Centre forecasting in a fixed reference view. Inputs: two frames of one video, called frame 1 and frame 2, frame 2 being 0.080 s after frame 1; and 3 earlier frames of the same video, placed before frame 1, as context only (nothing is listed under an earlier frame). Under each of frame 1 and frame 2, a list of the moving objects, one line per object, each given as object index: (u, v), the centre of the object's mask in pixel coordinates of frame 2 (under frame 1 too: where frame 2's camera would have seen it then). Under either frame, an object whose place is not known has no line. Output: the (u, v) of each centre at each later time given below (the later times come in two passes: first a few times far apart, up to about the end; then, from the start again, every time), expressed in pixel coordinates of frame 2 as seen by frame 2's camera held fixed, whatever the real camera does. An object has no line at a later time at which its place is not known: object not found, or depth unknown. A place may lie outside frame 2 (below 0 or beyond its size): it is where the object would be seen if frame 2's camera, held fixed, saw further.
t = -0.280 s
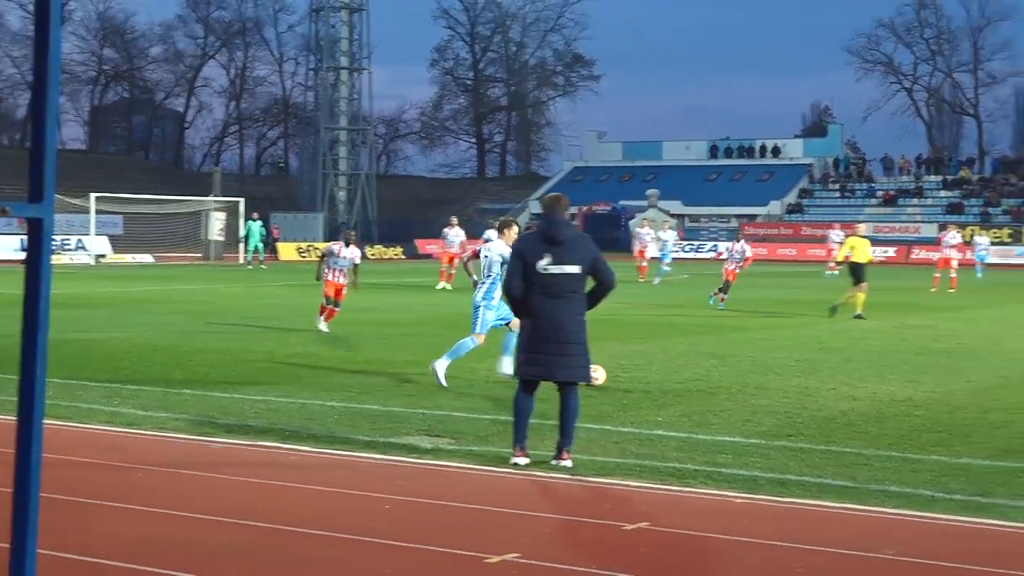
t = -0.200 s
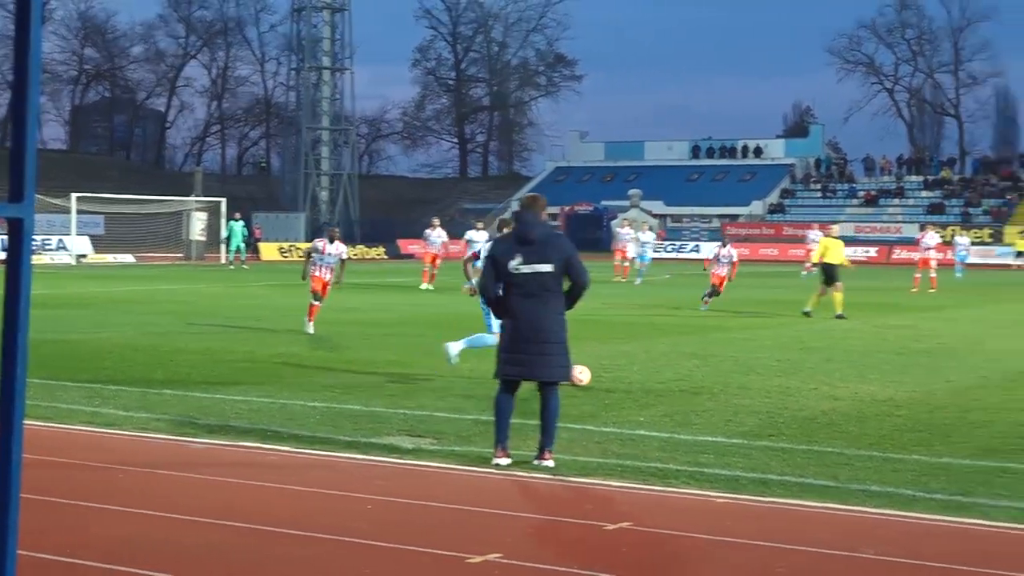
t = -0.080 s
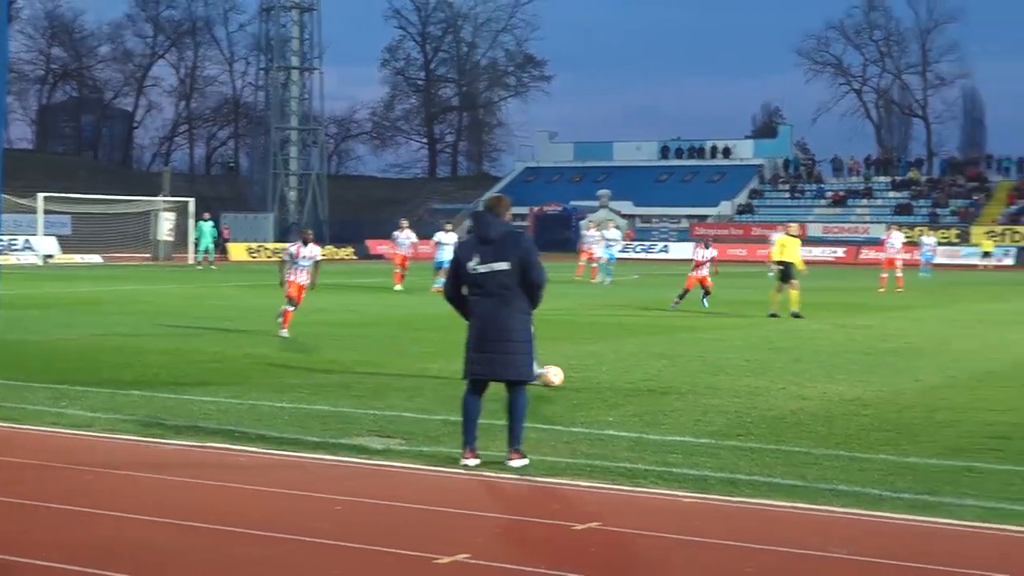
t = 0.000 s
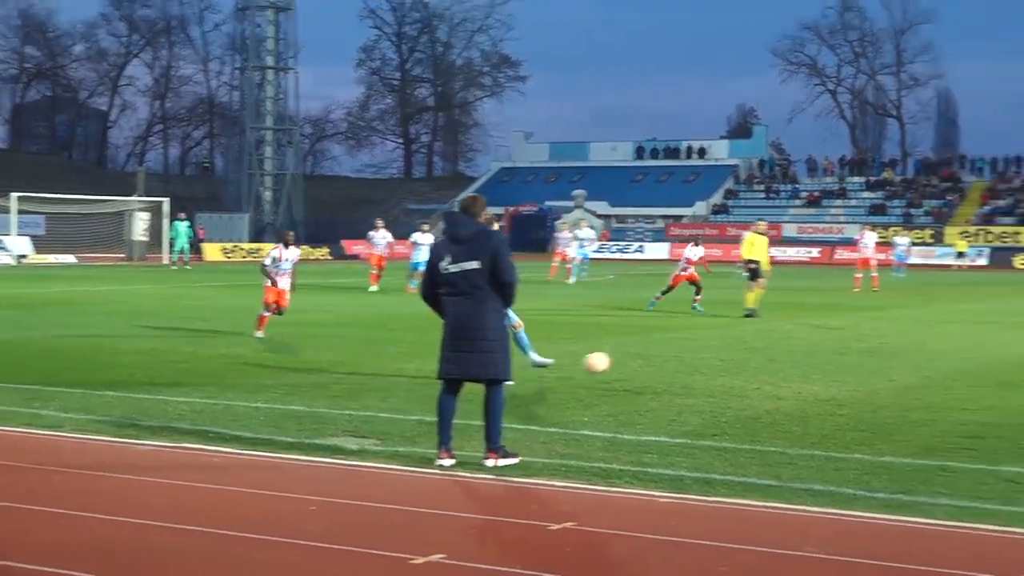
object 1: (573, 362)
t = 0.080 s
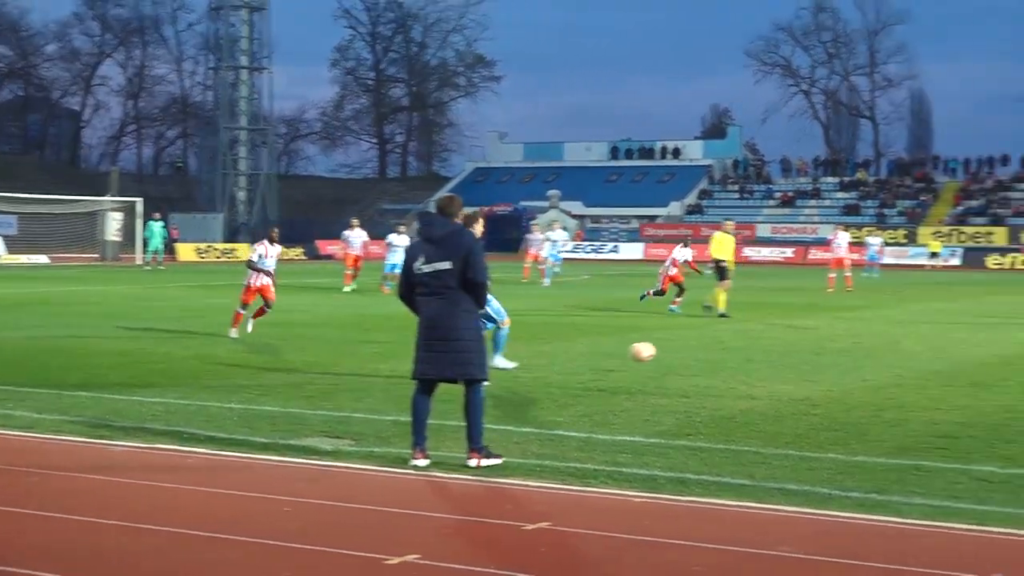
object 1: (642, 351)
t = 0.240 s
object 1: (760, 354)
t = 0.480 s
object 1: (882, 343)
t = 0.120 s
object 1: (675, 350)
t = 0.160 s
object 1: (705, 349)
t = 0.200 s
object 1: (734, 351)
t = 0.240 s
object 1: (760, 354)
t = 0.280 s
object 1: (784, 350)
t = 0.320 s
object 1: (805, 345)
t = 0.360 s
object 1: (826, 342)
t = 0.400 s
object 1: (846, 341)
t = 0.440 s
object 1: (864, 342)
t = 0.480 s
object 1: (882, 343)
